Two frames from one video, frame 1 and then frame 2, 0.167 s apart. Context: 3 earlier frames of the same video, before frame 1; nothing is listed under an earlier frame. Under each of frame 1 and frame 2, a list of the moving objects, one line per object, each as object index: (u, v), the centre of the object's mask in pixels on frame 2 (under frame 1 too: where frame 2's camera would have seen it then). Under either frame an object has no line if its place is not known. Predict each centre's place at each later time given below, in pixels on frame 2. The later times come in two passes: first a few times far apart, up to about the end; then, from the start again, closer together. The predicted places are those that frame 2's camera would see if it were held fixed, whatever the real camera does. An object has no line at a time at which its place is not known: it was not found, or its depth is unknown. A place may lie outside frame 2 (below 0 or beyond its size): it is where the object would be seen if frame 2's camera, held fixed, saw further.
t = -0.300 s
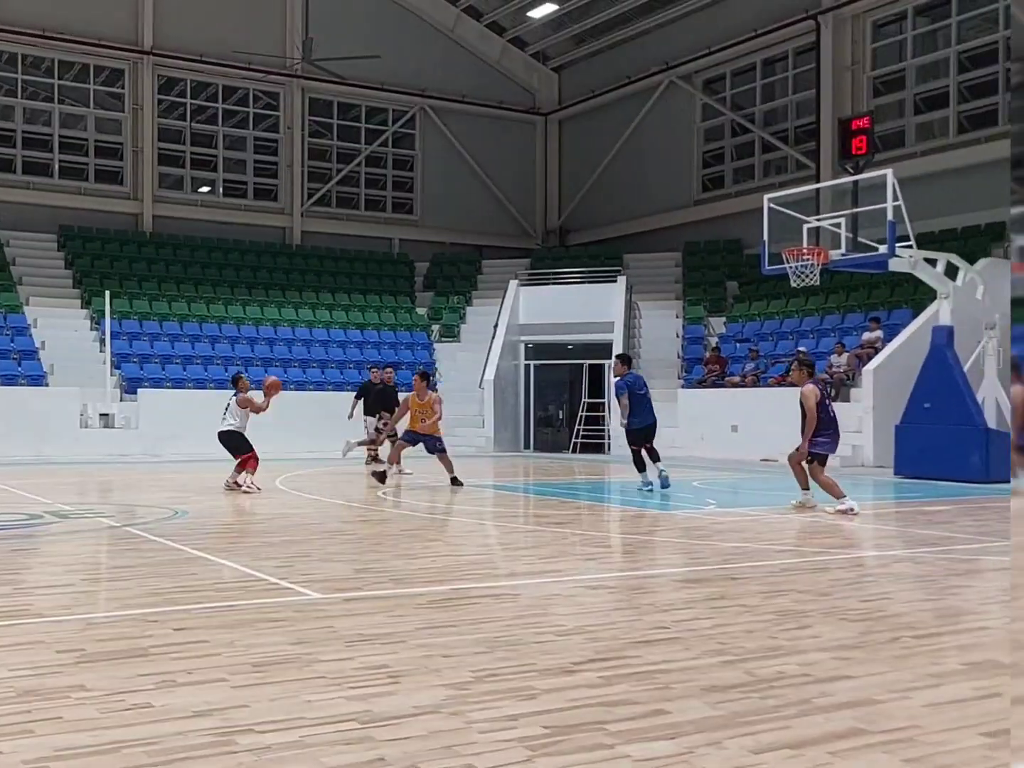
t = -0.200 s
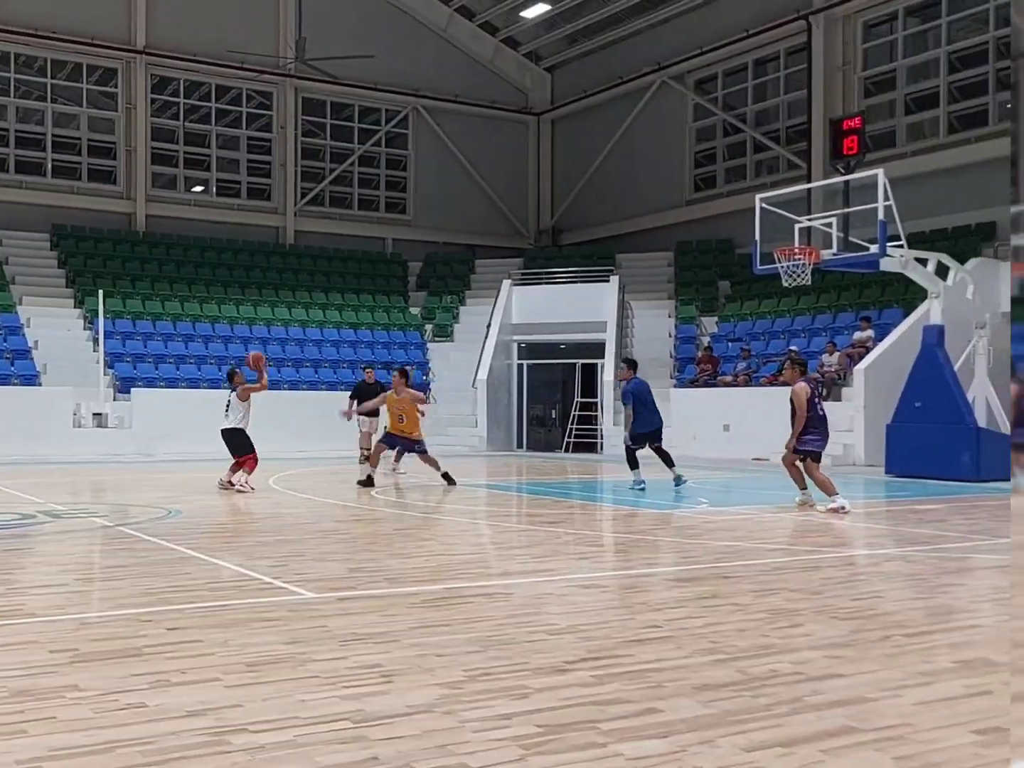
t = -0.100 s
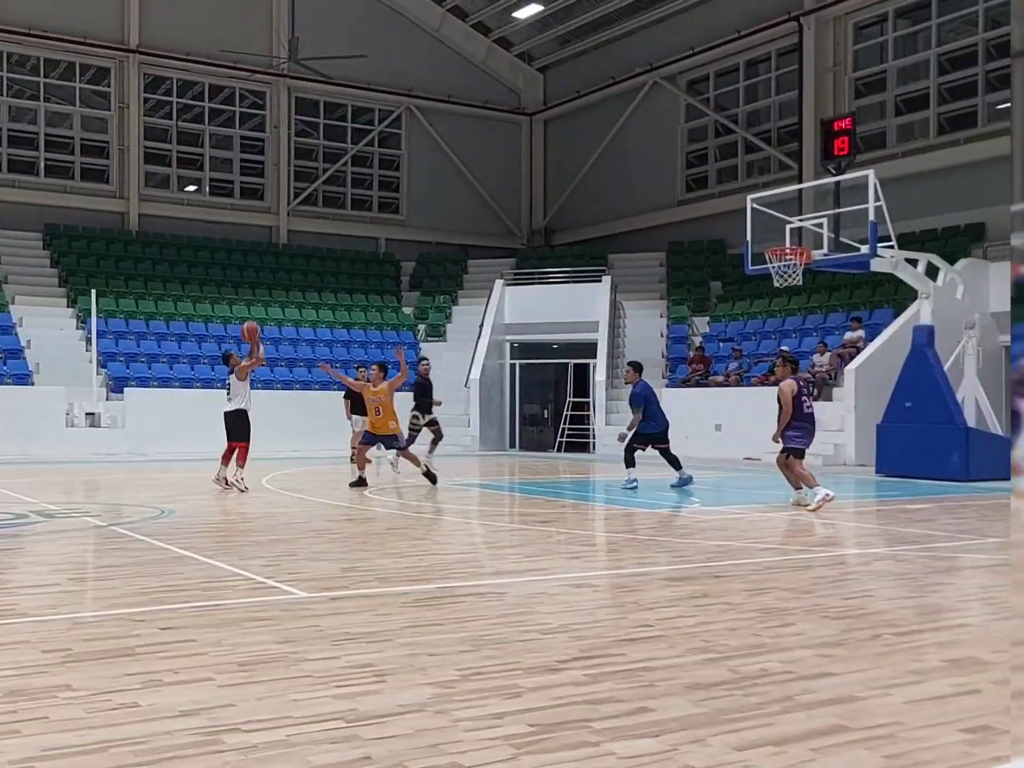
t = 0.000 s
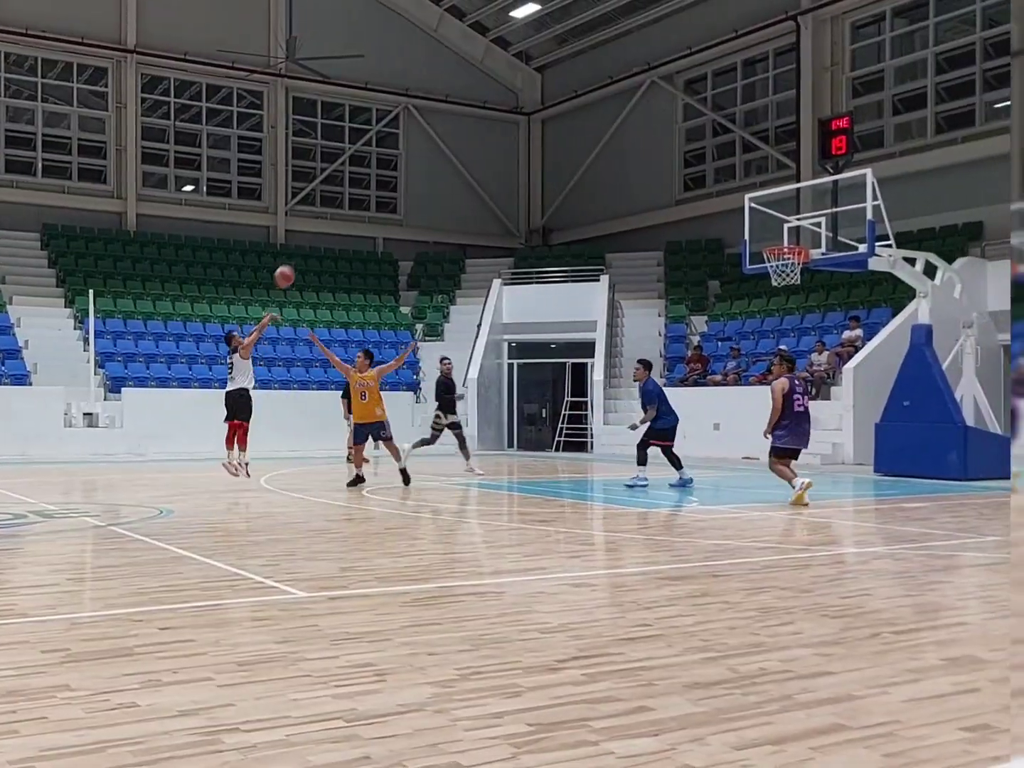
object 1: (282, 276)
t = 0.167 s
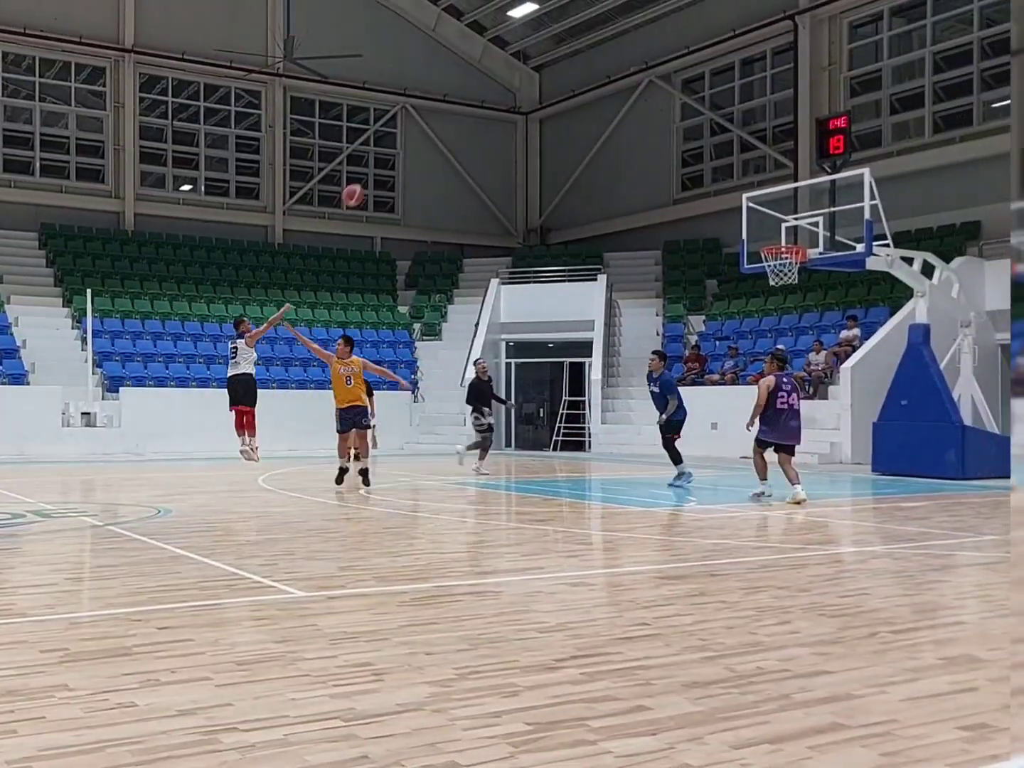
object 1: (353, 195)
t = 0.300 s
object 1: (408, 148)
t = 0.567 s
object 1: (513, 98)
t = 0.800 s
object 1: (599, 103)
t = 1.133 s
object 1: (716, 179)
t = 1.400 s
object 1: (796, 263)
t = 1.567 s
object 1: (808, 287)
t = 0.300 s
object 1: (408, 148)
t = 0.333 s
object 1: (422, 138)
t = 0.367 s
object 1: (435, 129)
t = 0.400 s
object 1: (448, 122)
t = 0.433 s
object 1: (461, 115)
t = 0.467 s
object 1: (475, 110)
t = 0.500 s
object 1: (488, 104)
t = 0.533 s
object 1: (501, 101)
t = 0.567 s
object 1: (513, 98)
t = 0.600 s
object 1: (525, 97)
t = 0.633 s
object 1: (538, 96)
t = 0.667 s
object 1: (550, 95)
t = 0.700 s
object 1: (562, 95)
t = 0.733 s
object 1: (575, 97)
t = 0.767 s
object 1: (587, 99)
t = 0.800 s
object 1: (599, 103)
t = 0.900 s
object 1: (636, 117)
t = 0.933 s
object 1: (648, 124)
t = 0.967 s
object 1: (659, 130)
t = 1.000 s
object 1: (671, 138)
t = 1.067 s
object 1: (693, 158)
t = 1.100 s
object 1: (705, 168)
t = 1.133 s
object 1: (716, 179)
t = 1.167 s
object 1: (727, 190)
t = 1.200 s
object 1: (737, 204)
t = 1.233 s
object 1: (749, 217)
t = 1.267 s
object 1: (760, 231)
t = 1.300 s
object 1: (770, 241)
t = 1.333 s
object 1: (783, 254)
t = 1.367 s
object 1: (790, 257)
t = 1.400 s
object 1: (796, 263)
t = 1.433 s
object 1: (800, 268)
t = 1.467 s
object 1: (803, 272)
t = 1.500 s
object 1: (805, 276)
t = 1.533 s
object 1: (807, 281)
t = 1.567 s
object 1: (808, 287)
